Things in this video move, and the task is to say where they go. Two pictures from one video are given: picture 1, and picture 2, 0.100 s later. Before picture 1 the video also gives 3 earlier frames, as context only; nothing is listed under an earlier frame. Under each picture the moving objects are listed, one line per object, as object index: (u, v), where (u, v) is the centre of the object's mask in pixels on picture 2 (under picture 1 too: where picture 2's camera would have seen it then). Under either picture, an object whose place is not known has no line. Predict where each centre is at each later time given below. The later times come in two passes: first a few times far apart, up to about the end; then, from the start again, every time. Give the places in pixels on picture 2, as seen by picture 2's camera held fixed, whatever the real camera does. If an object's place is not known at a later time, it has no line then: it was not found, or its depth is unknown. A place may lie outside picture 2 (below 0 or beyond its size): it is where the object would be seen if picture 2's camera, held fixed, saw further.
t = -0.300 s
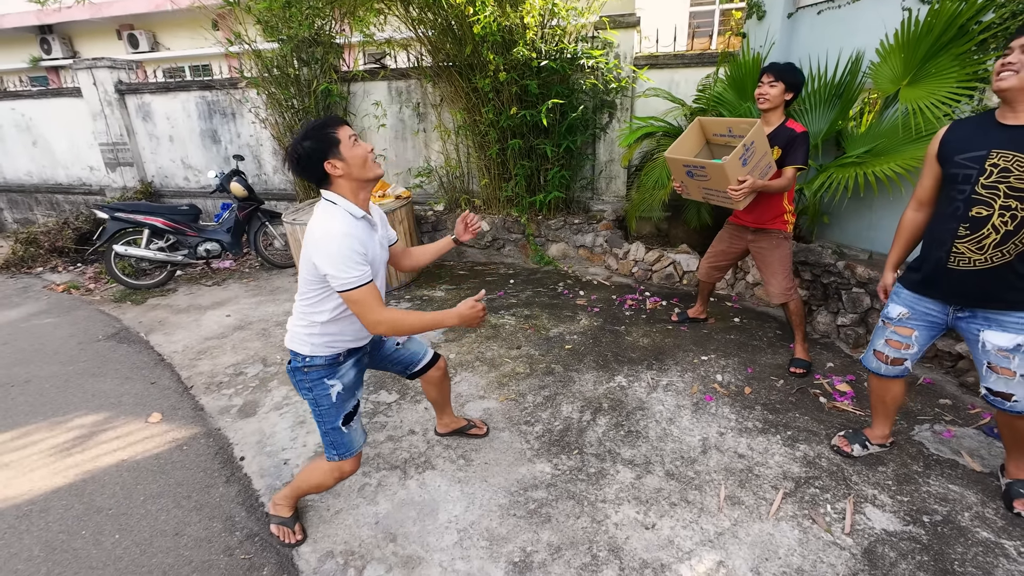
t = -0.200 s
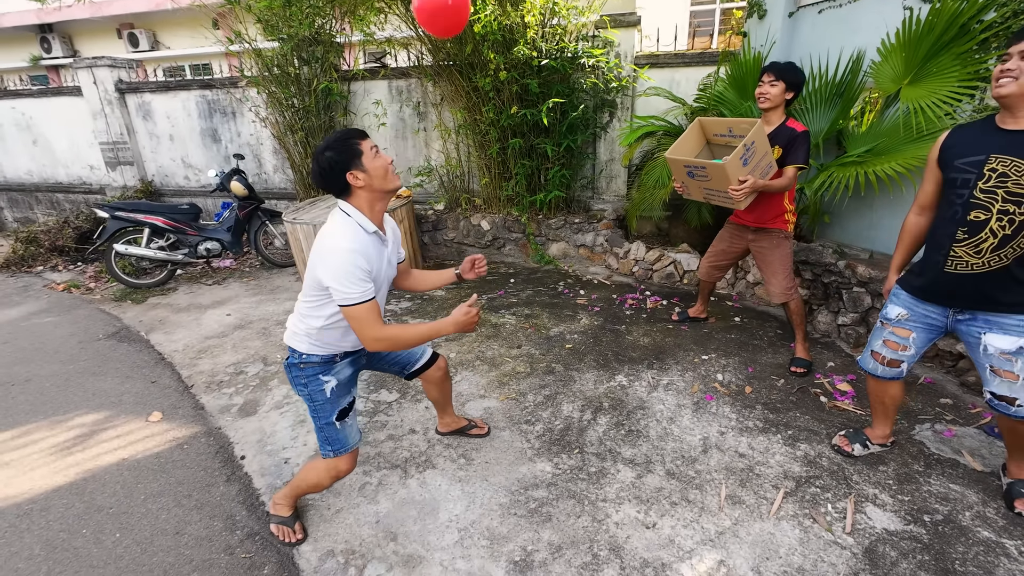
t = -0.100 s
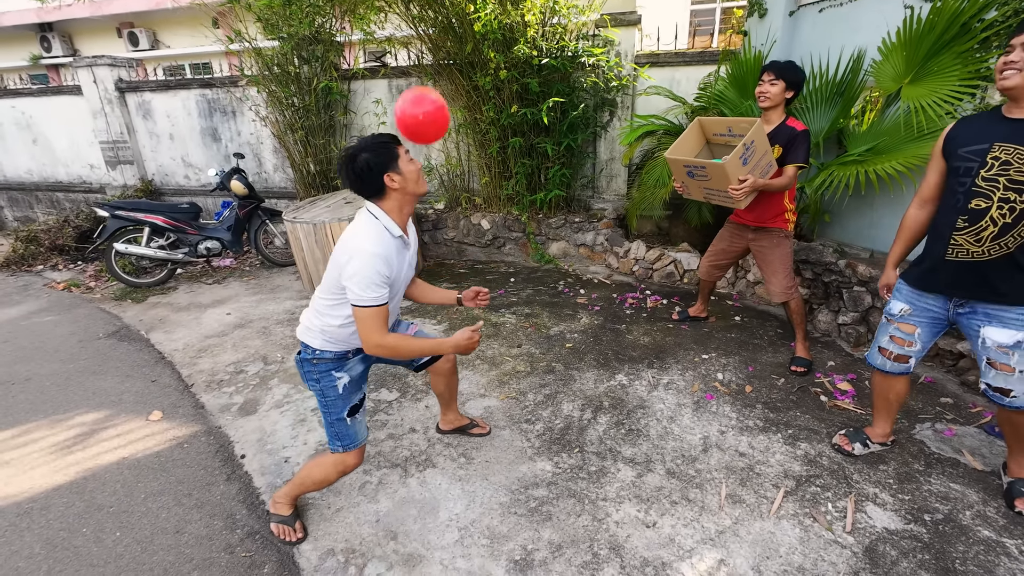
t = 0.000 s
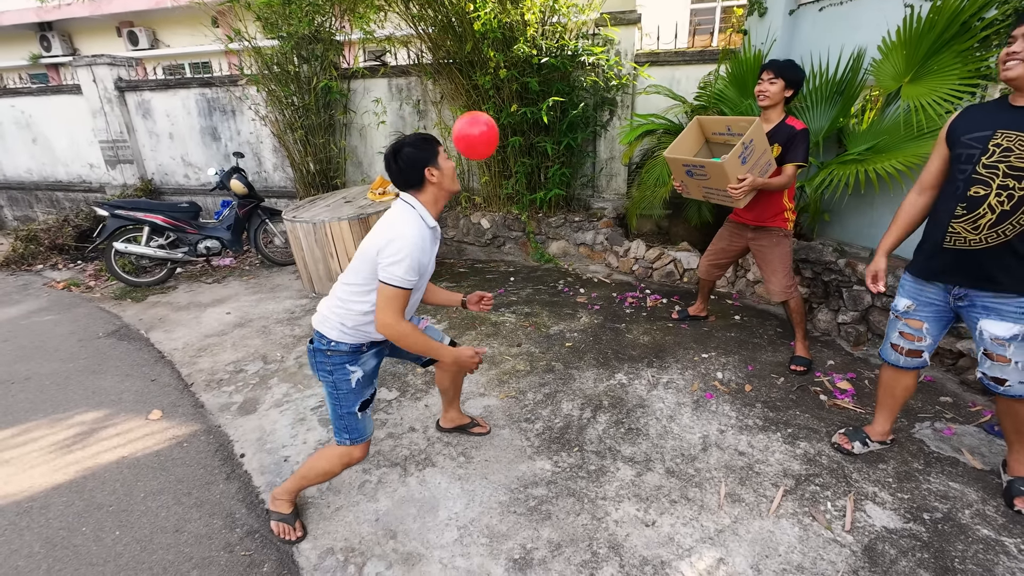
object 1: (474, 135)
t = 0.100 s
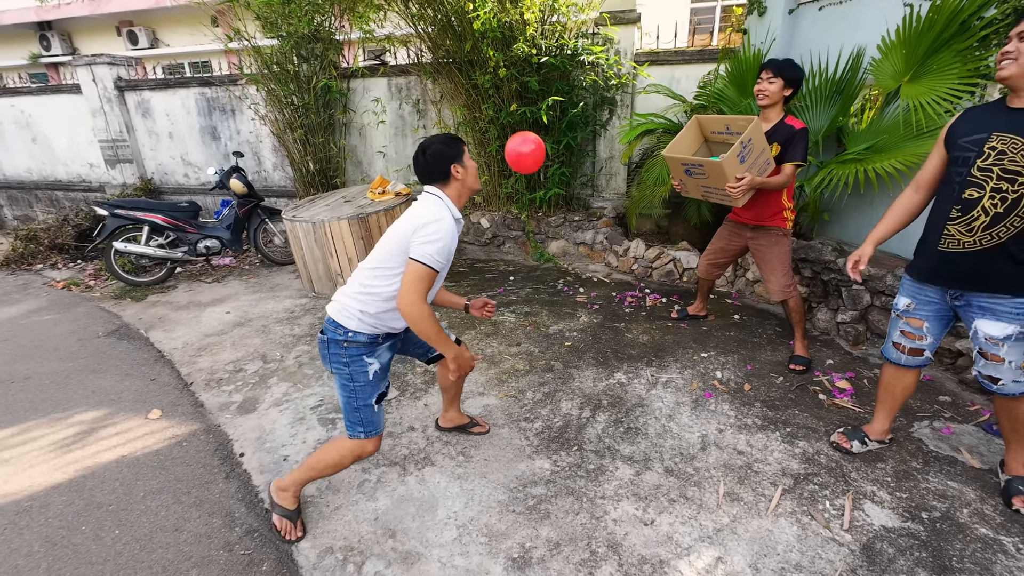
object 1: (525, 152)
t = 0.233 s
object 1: (577, 191)
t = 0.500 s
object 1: (632, 297)
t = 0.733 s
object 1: (646, 216)
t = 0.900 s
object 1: (649, 201)
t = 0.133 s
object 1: (539, 160)
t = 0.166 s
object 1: (553, 169)
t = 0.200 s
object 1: (566, 179)
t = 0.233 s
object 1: (577, 191)
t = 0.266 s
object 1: (588, 204)
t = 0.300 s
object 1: (596, 218)
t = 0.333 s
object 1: (604, 233)
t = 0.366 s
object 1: (611, 248)
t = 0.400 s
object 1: (617, 264)
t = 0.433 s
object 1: (622, 280)
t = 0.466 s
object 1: (628, 295)
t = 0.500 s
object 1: (632, 297)
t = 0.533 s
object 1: (634, 280)
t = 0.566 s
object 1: (637, 264)
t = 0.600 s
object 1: (639, 250)
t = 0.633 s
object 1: (642, 239)
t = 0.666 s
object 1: (643, 230)
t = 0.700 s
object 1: (644, 223)
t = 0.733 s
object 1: (646, 216)
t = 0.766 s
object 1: (647, 210)
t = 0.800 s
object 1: (648, 206)
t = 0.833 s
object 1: (648, 202)
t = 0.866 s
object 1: (649, 201)
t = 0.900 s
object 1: (649, 201)
